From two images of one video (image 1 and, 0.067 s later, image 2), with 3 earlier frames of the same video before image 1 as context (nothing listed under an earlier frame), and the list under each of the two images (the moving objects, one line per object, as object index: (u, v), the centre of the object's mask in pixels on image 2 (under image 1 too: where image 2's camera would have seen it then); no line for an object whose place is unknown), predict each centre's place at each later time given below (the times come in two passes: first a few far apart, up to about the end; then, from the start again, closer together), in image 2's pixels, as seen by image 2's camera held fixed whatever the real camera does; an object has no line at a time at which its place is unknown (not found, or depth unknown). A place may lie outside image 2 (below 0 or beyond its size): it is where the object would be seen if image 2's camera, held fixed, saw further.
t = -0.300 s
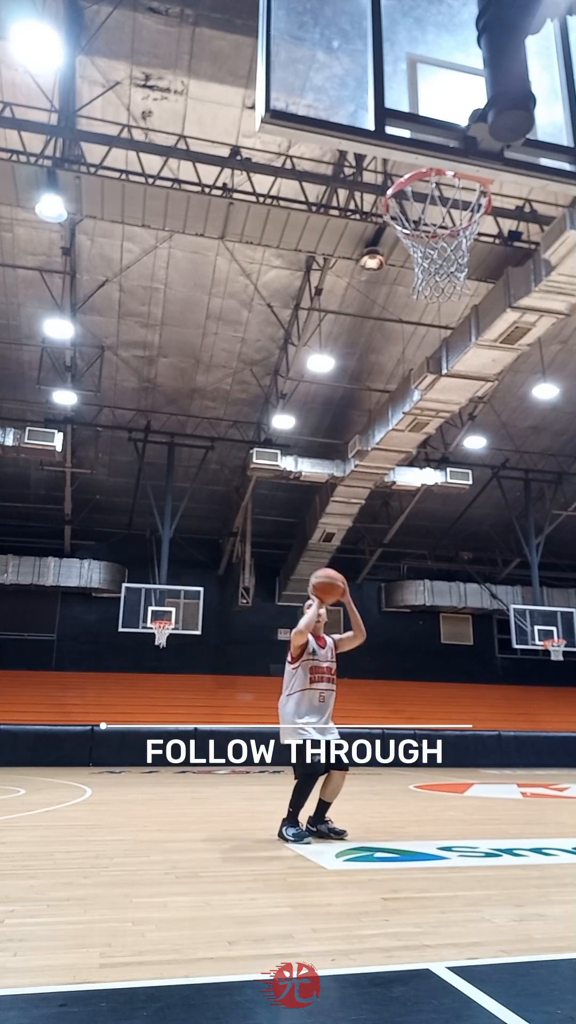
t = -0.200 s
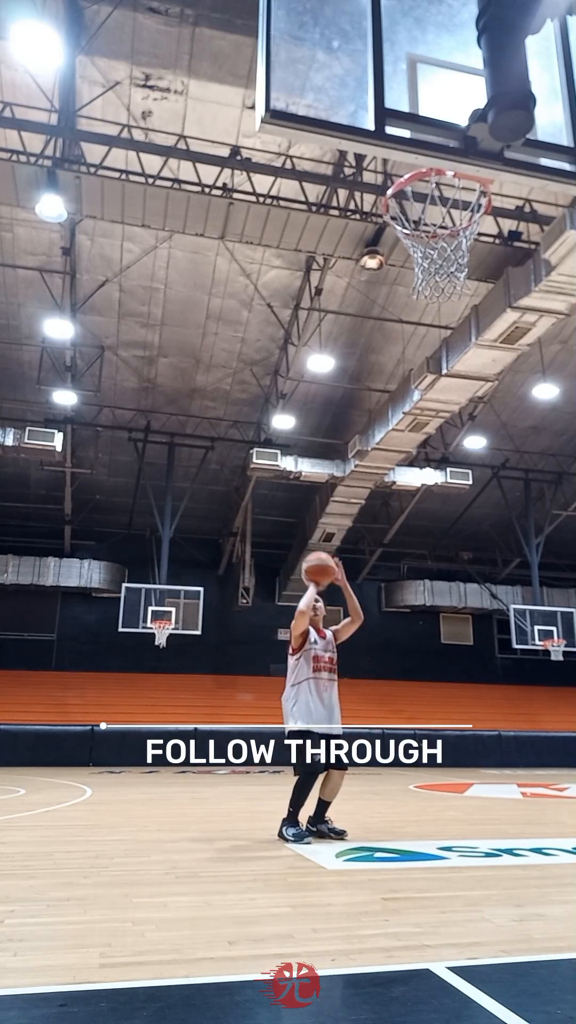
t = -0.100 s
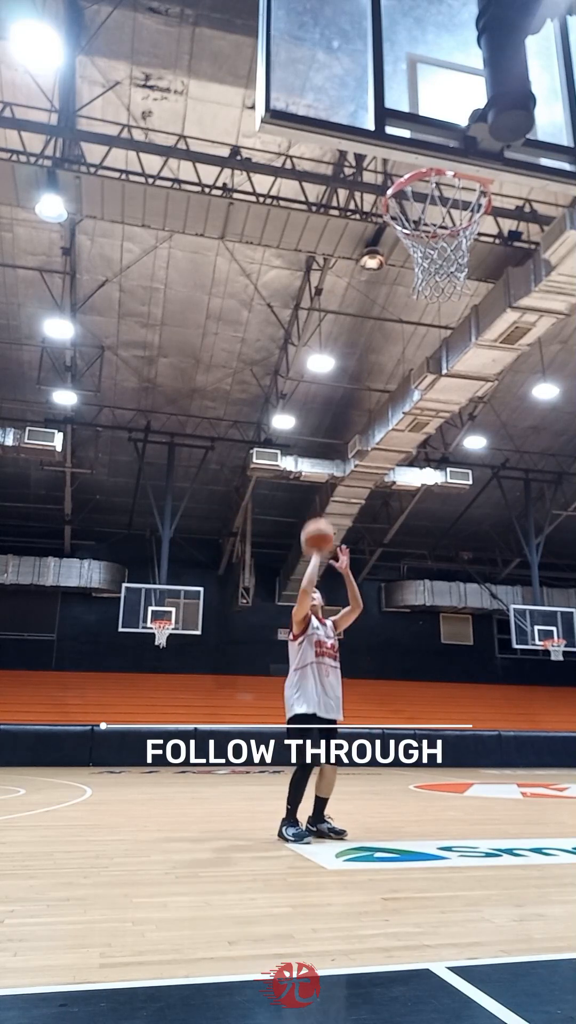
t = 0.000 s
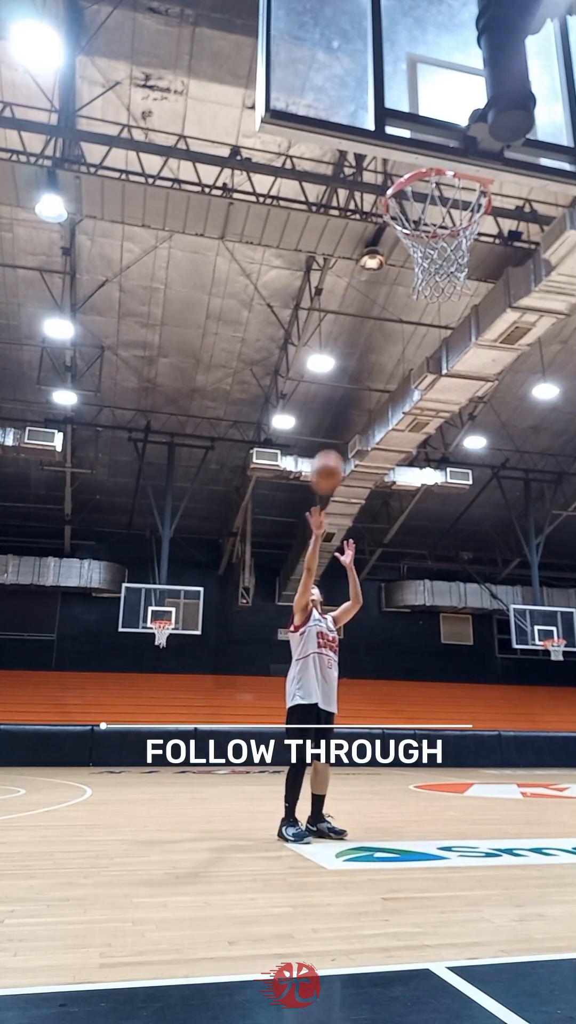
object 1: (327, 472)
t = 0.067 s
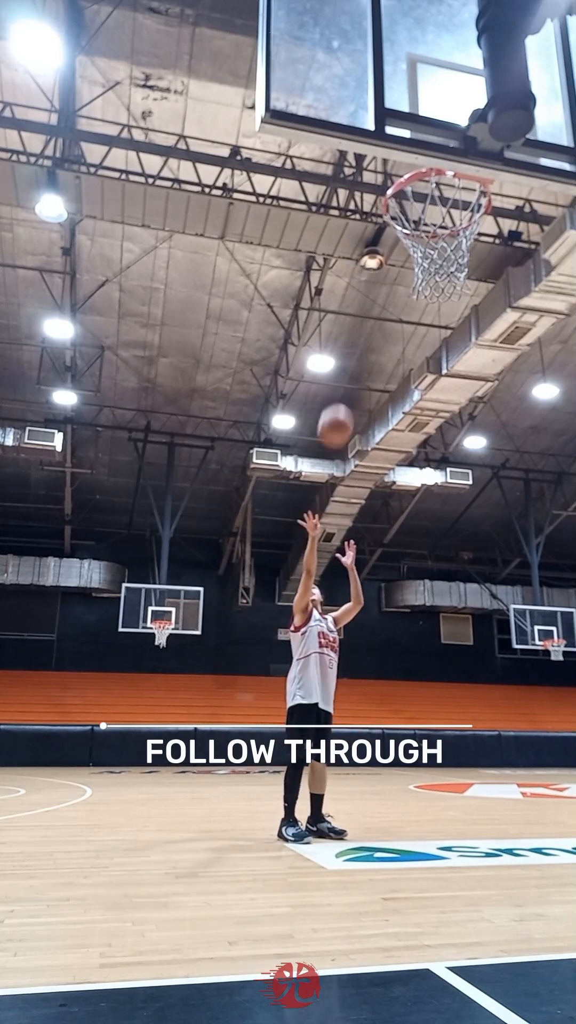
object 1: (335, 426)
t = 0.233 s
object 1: (360, 326)
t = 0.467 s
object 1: (399, 225)
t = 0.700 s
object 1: (460, 196)
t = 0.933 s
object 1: (425, 259)
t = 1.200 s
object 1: (467, 255)
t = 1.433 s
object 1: (431, 267)
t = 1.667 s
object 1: (387, 354)
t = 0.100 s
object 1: (340, 405)
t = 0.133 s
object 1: (345, 384)
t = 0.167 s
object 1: (351, 363)
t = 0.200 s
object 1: (355, 345)
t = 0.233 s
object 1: (360, 326)
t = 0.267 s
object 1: (365, 309)
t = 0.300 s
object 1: (371, 292)
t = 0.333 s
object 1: (375, 275)
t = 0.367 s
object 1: (382, 261)
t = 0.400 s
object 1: (387, 250)
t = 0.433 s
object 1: (388, 243)
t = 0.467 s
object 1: (399, 225)
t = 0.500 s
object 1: (411, 211)
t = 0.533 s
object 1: (417, 208)
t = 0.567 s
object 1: (424, 204)
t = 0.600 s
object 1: (434, 197)
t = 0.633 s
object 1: (442, 196)
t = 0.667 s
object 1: (453, 195)
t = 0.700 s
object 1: (460, 196)
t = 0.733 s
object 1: (444, 197)
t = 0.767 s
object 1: (425, 202)
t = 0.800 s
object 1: (419, 210)
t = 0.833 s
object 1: (415, 222)
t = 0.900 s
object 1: (422, 253)
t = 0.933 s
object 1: (425, 259)
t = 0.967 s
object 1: (432, 261)
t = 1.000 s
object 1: (441, 259)
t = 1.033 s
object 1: (446, 258)
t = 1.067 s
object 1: (451, 256)
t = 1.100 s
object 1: (459, 256)
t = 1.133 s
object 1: (465, 256)
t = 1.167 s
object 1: (467, 255)
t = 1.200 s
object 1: (467, 255)
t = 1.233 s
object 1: (466, 254)
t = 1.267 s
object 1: (463, 254)
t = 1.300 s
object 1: (458, 254)
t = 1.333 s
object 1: (452, 254)
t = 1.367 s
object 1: (445, 271)
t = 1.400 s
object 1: (437, 269)
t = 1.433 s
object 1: (431, 267)
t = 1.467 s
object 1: (425, 271)
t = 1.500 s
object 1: (418, 278)
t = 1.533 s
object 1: (413, 287)
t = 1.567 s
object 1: (407, 299)
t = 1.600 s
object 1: (400, 315)
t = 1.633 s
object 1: (394, 333)
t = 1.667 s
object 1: (387, 354)
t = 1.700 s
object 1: (383, 375)
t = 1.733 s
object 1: (377, 398)
